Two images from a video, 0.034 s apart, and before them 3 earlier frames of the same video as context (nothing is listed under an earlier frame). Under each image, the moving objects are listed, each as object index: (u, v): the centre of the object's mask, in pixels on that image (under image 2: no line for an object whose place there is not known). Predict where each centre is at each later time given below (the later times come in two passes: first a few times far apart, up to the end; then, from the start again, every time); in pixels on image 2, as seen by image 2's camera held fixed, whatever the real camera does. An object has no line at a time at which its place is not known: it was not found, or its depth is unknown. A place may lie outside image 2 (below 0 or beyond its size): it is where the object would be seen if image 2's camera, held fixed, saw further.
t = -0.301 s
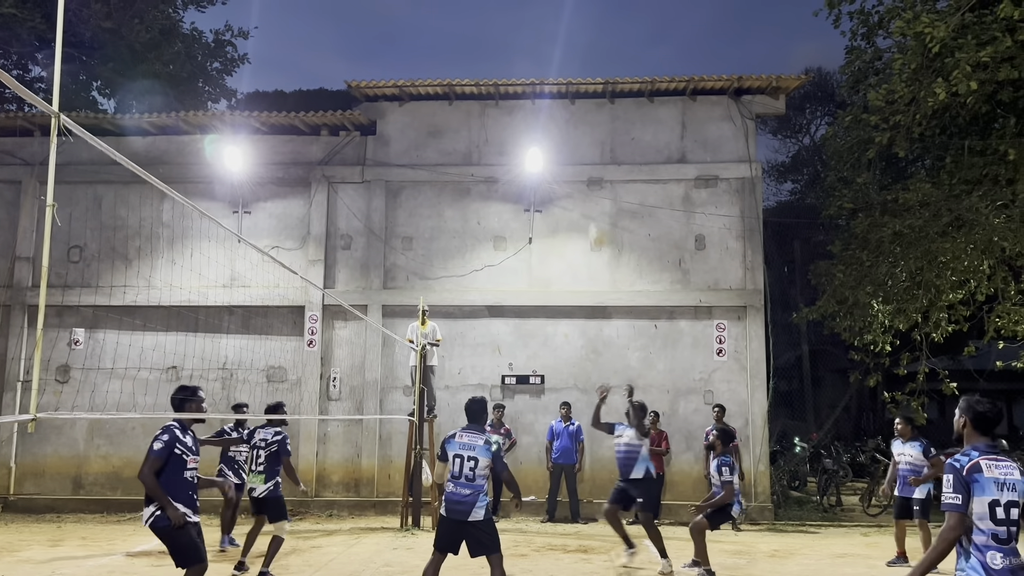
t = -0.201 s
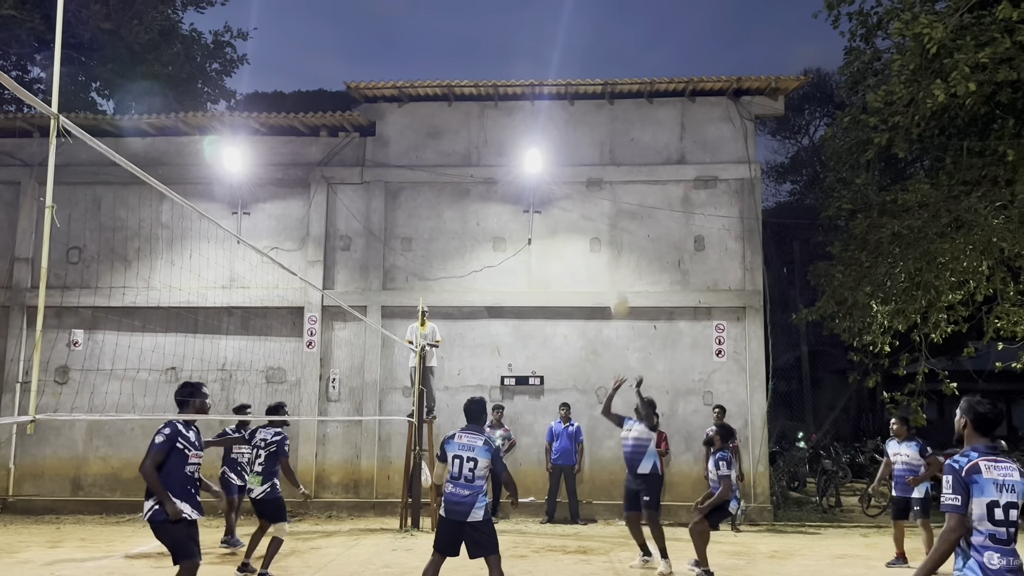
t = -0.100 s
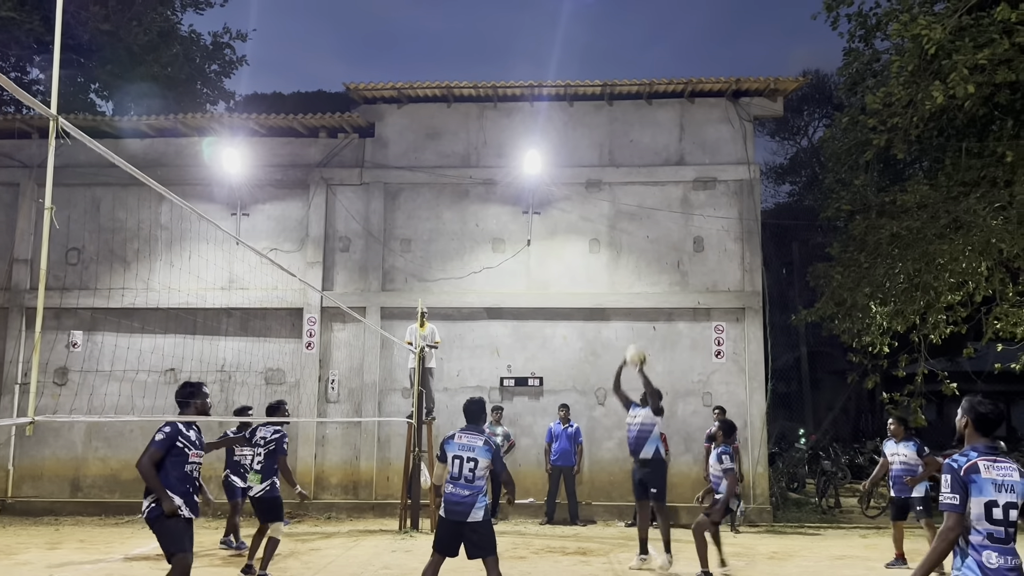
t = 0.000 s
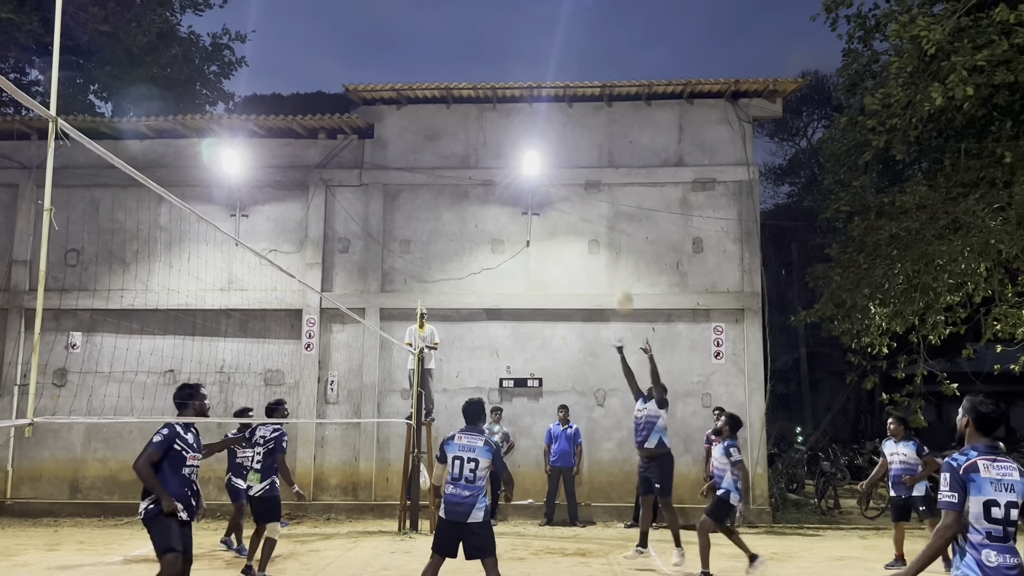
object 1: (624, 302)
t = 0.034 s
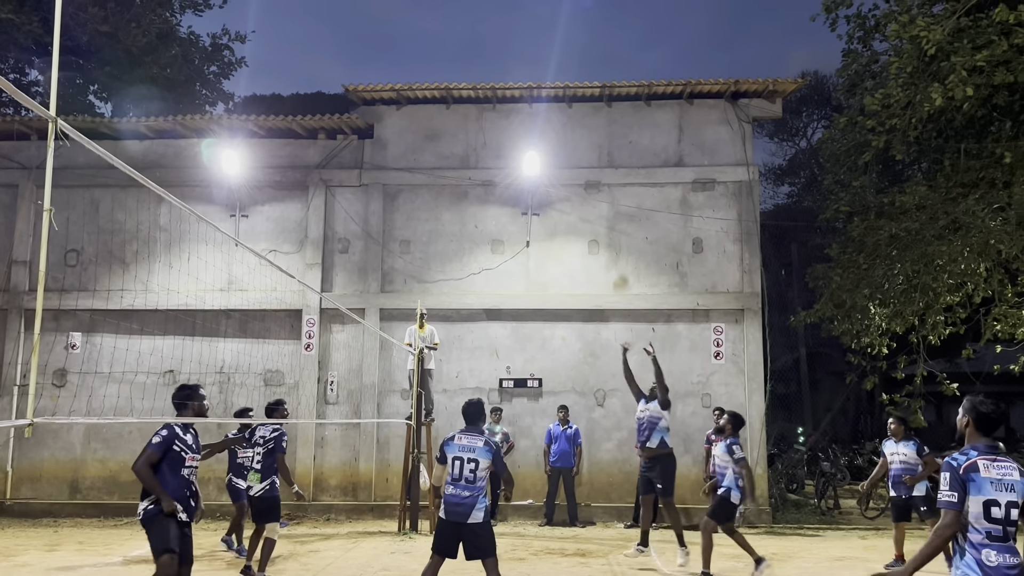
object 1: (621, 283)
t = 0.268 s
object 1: (589, 179)
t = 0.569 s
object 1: (551, 112)
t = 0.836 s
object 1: (513, 121)
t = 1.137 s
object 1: (468, 225)
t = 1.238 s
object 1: (452, 282)
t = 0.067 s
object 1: (615, 264)
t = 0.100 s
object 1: (611, 246)
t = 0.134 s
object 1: (605, 232)
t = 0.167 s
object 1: (601, 219)
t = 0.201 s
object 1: (597, 204)
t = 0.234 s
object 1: (593, 191)
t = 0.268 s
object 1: (589, 179)
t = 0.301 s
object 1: (586, 168)
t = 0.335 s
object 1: (581, 158)
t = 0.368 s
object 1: (577, 149)
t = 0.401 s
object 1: (572, 140)
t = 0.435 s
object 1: (568, 132)
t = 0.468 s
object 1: (564, 126)
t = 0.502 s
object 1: (560, 121)
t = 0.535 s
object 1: (555, 116)
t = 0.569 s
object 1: (551, 112)
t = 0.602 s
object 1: (546, 109)
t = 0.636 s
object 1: (541, 108)
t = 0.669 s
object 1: (537, 107)
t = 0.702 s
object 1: (532, 108)
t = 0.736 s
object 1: (527, 110)
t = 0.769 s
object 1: (523, 112)
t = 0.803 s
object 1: (518, 116)
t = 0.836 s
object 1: (513, 121)
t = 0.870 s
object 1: (509, 127)
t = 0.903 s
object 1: (504, 134)
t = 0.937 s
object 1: (498, 143)
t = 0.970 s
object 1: (494, 152)
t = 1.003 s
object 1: (489, 165)
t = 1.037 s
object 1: (484, 178)
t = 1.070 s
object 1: (479, 191)
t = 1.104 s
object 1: (474, 206)
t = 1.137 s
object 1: (468, 225)
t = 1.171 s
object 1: (463, 242)
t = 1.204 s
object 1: (458, 262)
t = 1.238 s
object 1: (452, 282)
